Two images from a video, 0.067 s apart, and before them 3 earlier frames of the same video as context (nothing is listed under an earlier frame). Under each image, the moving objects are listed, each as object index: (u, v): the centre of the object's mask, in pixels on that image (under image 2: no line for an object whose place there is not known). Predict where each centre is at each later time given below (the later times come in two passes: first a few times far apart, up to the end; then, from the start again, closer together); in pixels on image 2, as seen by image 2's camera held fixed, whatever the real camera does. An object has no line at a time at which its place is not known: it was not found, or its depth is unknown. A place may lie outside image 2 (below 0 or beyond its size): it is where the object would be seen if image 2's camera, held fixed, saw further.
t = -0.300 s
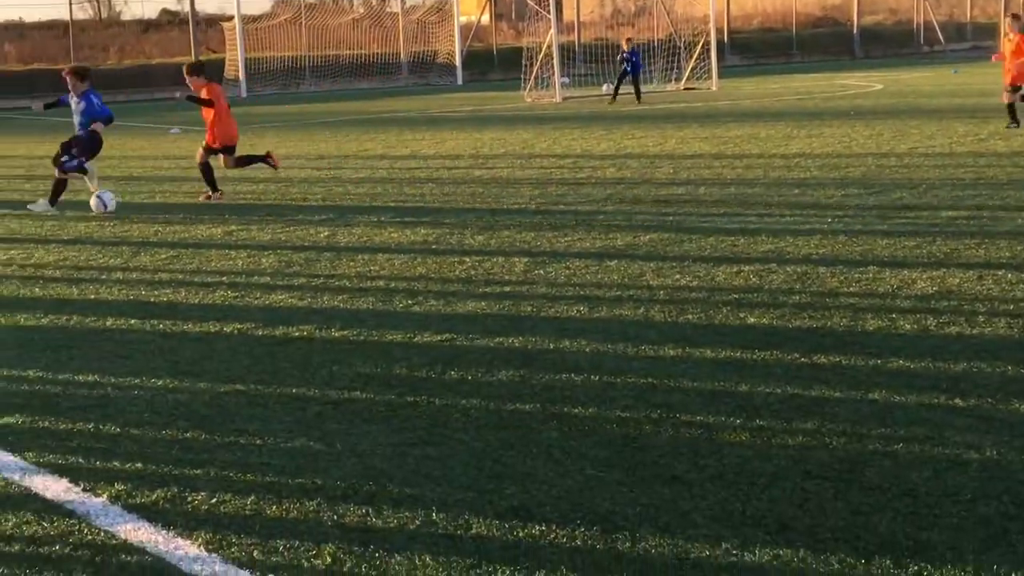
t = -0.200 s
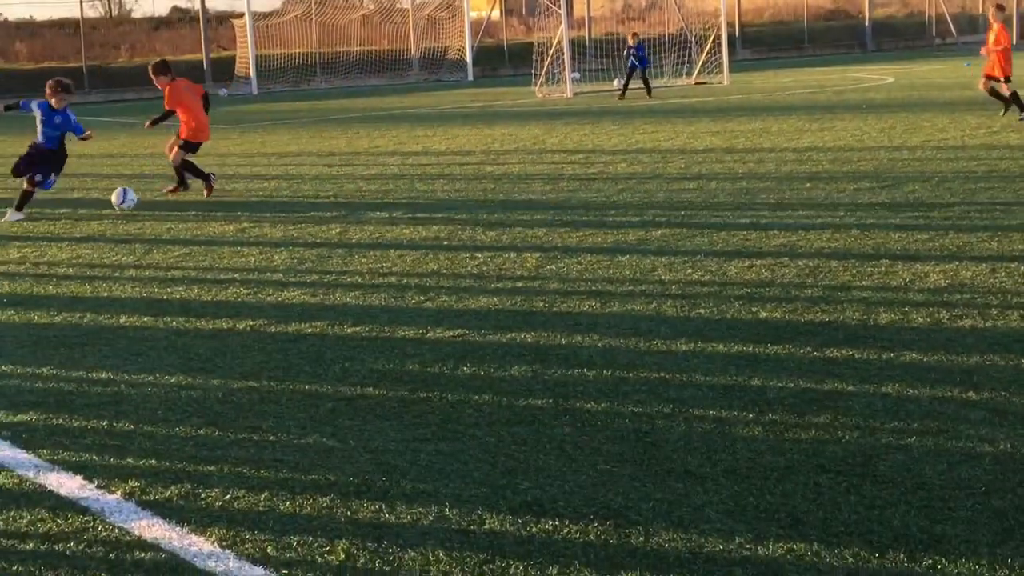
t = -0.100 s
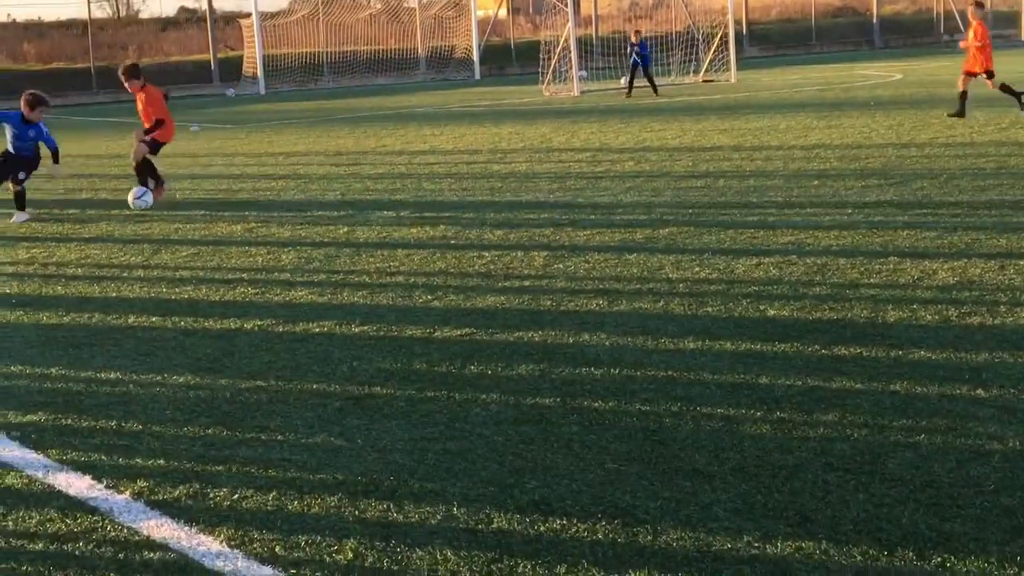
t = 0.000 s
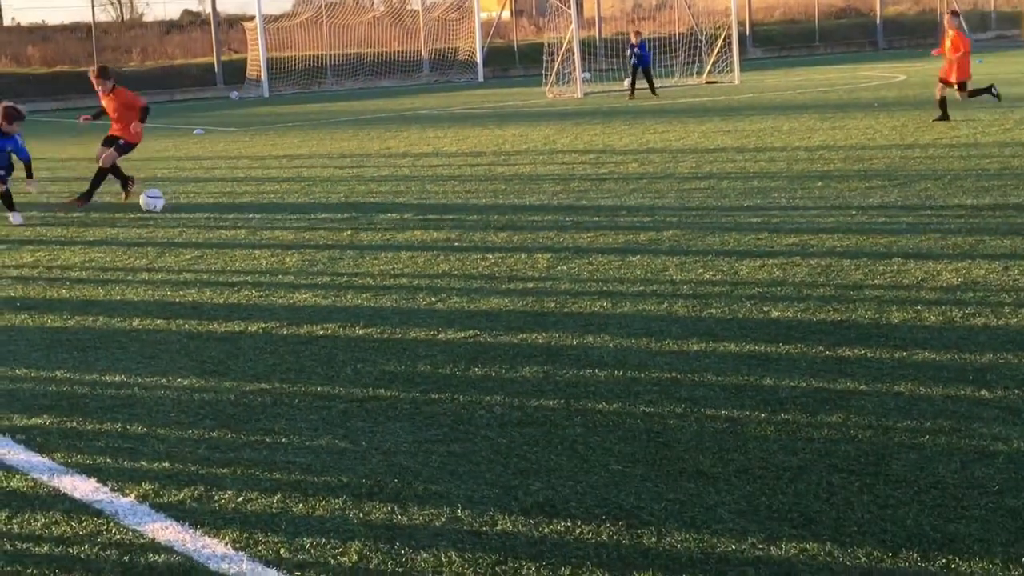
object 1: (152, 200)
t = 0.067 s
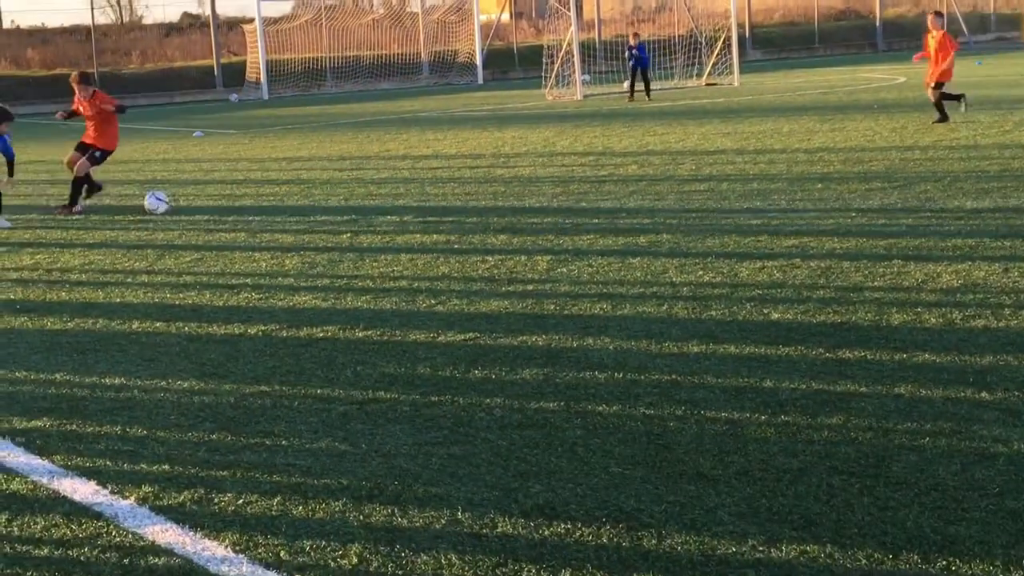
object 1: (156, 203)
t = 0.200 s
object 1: (162, 202)
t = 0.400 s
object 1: (173, 201)
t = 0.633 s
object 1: (182, 200)
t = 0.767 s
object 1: (186, 199)
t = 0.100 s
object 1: (159, 202)
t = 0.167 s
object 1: (160, 202)
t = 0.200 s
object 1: (162, 202)
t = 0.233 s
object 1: (164, 201)
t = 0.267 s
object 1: (167, 201)
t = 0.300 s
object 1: (168, 202)
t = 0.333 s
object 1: (170, 201)
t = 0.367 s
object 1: (172, 201)
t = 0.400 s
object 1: (173, 201)
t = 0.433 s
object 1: (175, 201)
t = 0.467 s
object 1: (176, 201)
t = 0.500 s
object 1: (177, 201)
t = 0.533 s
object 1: (178, 200)
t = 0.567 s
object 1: (180, 201)
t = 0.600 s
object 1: (181, 200)
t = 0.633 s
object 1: (182, 200)
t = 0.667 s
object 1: (184, 200)
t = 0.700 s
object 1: (184, 200)
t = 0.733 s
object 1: (185, 199)
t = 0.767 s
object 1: (186, 199)
